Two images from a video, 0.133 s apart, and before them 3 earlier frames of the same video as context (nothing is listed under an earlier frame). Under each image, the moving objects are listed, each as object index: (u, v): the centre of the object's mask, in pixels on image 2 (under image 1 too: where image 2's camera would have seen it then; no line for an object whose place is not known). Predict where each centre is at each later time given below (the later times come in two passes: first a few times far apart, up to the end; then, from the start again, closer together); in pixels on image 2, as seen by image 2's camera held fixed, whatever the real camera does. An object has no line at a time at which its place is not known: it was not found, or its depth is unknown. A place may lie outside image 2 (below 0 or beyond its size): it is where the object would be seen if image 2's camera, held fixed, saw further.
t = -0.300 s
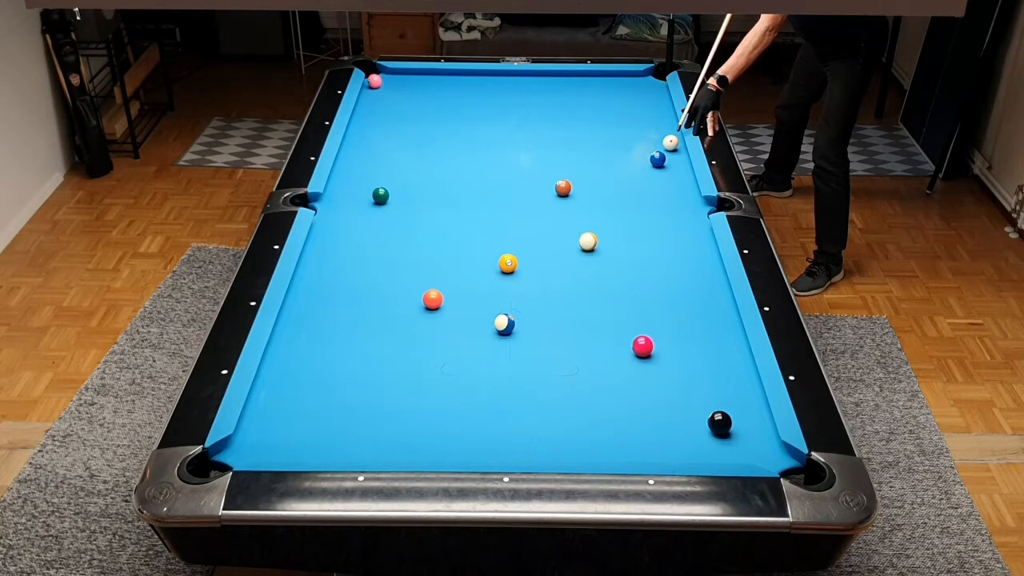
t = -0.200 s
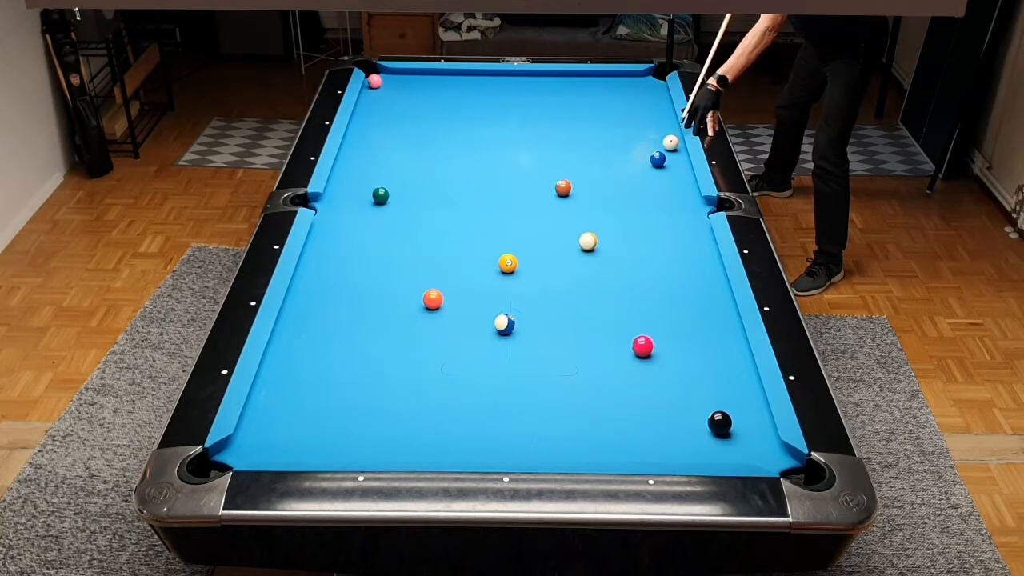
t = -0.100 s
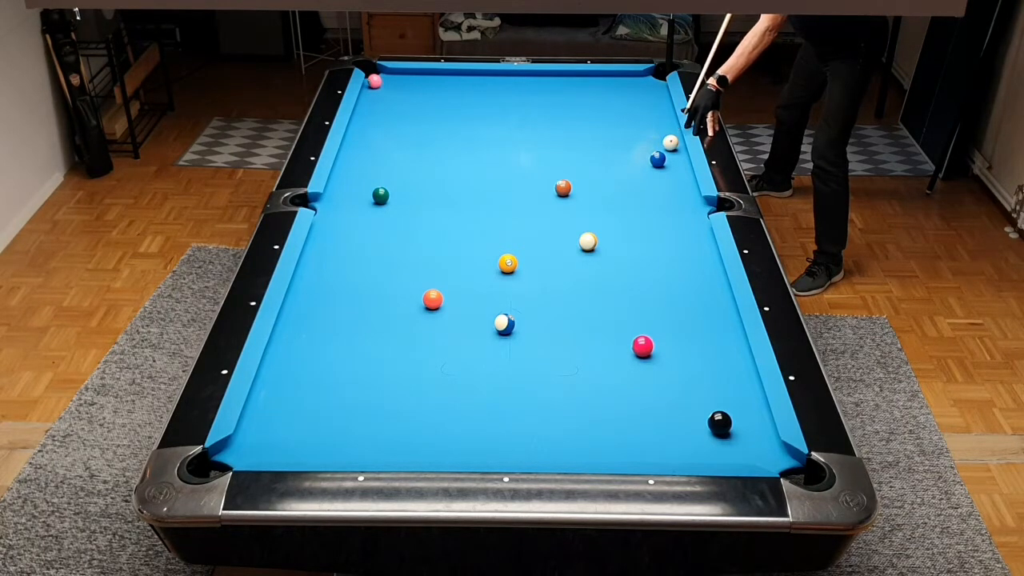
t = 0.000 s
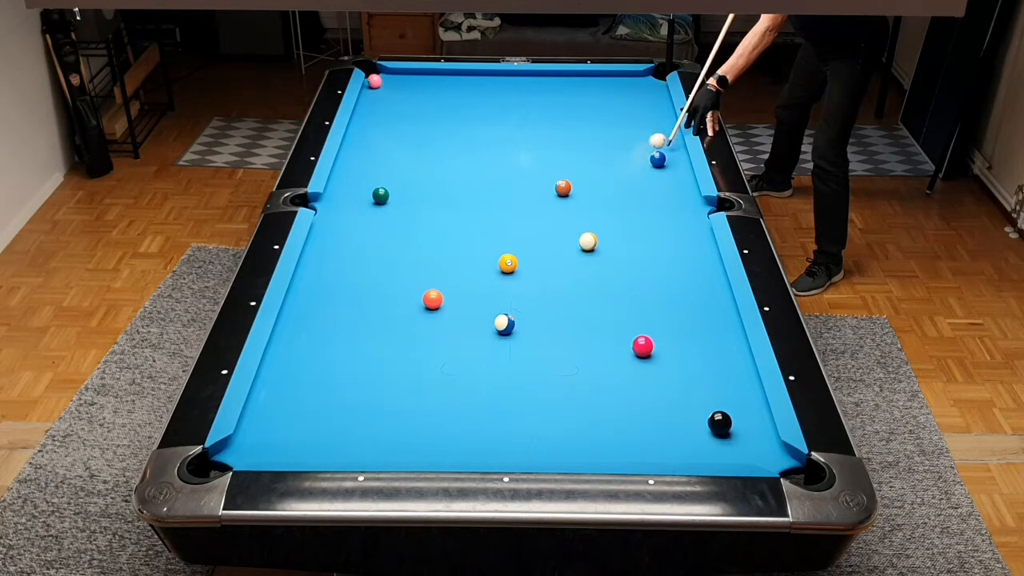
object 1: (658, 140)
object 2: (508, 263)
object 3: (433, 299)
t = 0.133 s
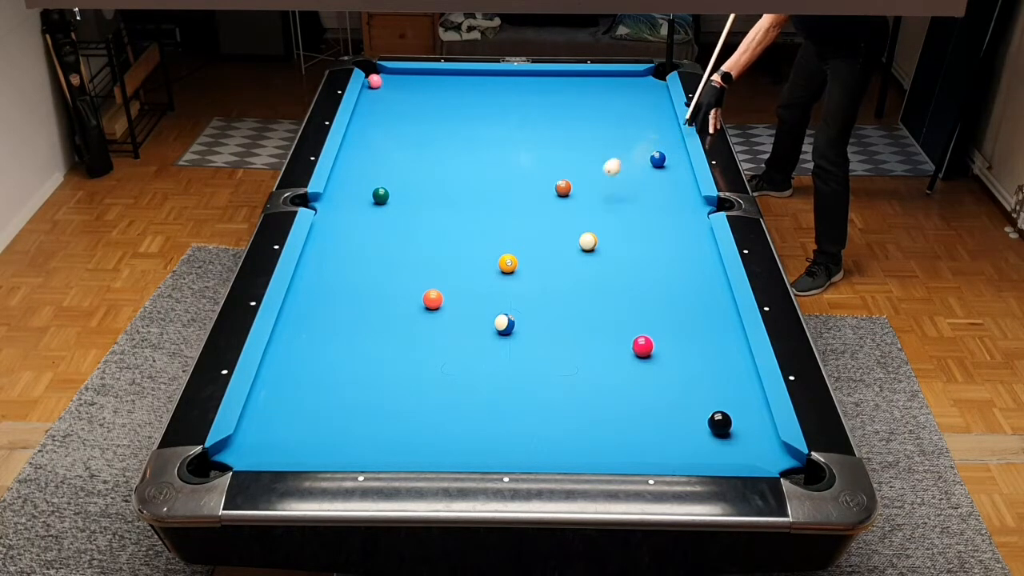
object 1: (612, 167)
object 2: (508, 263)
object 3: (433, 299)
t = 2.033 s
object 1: (641, 287)
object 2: (430, 343)
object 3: (480, 423)
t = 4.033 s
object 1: (693, 296)
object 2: (429, 357)
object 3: (726, 334)
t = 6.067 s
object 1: (693, 296)
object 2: (429, 357)
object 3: (671, 311)
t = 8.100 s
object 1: (693, 296)
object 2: (429, 357)
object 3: (669, 311)
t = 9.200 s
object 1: (693, 296)
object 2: (429, 357)
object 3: (669, 311)
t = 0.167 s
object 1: (600, 181)
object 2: (508, 263)
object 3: (433, 299)
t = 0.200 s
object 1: (586, 199)
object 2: (508, 263)
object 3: (433, 299)
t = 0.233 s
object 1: (573, 216)
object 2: (508, 263)
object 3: (433, 299)
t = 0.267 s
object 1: (561, 220)
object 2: (508, 263)
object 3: (433, 299)
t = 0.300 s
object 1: (548, 228)
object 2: (508, 263)
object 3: (433, 299)
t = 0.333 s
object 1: (534, 240)
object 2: (508, 263)
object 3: (433, 299)
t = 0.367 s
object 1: (522, 254)
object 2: (506, 264)
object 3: (433, 299)
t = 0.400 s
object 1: (525, 260)
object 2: (489, 272)
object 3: (433, 299)
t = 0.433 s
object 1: (529, 260)
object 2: (471, 280)
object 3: (433, 299)
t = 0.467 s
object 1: (532, 262)
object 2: (454, 289)
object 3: (433, 299)
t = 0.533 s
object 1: (538, 265)
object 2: (450, 294)
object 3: (403, 311)
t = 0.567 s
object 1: (541, 265)
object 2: (449, 295)
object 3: (385, 318)
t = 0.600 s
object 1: (543, 266)
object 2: (449, 297)
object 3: (368, 326)
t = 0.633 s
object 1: (546, 267)
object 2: (448, 298)
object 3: (352, 332)
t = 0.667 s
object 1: (549, 267)
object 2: (448, 299)
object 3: (336, 339)
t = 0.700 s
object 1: (552, 268)
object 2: (447, 301)
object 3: (320, 346)
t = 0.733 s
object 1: (554, 268)
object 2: (447, 302)
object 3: (306, 352)
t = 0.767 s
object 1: (557, 269)
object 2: (446, 303)
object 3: (291, 358)
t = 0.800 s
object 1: (560, 270)
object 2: (446, 305)
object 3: (277, 364)
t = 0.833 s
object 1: (562, 270)
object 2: (445, 306)
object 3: (273, 369)
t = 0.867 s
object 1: (565, 271)
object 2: (445, 307)
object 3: (281, 373)
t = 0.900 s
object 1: (567, 272)
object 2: (444, 309)
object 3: (287, 376)
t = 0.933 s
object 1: (570, 272)
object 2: (444, 310)
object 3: (293, 380)
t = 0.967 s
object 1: (572, 272)
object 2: (443, 311)
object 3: (298, 384)
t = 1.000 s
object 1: (575, 273)
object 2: (443, 312)
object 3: (304, 387)
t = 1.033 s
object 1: (577, 274)
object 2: (442, 314)
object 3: (309, 391)
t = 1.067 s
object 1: (580, 274)
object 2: (442, 315)
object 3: (314, 395)
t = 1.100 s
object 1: (582, 275)
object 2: (441, 316)
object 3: (319, 399)
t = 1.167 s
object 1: (587, 276)
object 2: (440, 318)
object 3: (330, 407)
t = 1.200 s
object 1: (590, 276)
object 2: (440, 319)
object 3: (335, 410)
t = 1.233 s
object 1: (592, 277)
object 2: (439, 321)
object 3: (341, 415)
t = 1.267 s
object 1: (594, 277)
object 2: (438, 322)
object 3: (346, 418)
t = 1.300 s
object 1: (597, 278)
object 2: (438, 323)
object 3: (351, 423)
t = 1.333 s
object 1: (599, 278)
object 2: (438, 324)
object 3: (357, 426)
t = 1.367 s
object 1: (601, 279)
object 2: (438, 325)
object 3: (363, 431)
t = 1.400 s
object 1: (603, 279)
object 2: (437, 326)
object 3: (368, 434)
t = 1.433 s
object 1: (605, 280)
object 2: (437, 327)
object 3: (374, 439)
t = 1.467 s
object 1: (607, 280)
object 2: (436, 328)
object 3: (379, 443)
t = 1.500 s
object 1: (610, 280)
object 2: (436, 329)
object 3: (385, 446)
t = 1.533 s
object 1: (612, 281)
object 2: (436, 330)
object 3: (391, 448)
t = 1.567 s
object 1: (614, 281)
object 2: (435, 331)
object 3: (397, 451)
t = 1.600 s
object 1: (616, 282)
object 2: (435, 332)
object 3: (403, 449)
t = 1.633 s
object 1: (618, 282)
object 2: (434, 333)
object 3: (410, 447)
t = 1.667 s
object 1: (620, 283)
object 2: (434, 334)
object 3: (416, 446)
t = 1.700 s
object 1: (622, 283)
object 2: (434, 335)
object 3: (422, 445)
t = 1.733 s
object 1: (624, 284)
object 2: (433, 336)
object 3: (428, 442)
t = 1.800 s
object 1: (628, 284)
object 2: (433, 338)
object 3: (440, 438)
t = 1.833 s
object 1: (630, 285)
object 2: (432, 339)
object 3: (447, 436)
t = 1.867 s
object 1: (632, 285)
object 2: (432, 339)
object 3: (452, 433)
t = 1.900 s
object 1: (633, 286)
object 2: (432, 340)
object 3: (458, 431)
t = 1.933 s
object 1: (635, 286)
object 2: (431, 341)
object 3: (464, 429)
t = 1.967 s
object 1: (637, 286)
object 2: (431, 342)
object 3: (470, 427)
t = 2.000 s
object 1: (639, 287)
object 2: (431, 342)
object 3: (475, 425)
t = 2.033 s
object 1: (641, 287)
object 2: (430, 343)
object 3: (480, 423)
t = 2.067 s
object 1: (643, 287)
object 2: (430, 344)
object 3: (486, 421)
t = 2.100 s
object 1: (644, 288)
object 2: (430, 344)
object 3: (492, 418)
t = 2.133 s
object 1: (646, 288)
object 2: (429, 345)
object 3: (497, 416)
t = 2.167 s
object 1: (647, 288)
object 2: (429, 346)
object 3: (502, 414)
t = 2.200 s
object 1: (649, 289)
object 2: (429, 347)
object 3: (508, 412)
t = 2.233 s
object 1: (651, 289)
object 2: (429, 347)
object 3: (513, 411)
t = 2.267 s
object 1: (652, 289)
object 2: (429, 348)
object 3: (518, 409)
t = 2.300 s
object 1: (654, 290)
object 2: (429, 349)
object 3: (524, 407)
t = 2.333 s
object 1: (655, 290)
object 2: (429, 349)
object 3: (529, 405)
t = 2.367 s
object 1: (657, 290)
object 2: (429, 350)
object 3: (534, 403)
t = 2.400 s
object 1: (658, 290)
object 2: (429, 350)
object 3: (538, 401)
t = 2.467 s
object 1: (661, 291)
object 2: (429, 351)
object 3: (548, 397)
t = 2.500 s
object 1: (663, 291)
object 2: (429, 352)
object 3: (553, 396)
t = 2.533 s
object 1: (664, 291)
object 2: (429, 352)
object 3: (557, 394)
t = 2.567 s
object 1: (665, 292)
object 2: (429, 353)
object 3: (562, 392)
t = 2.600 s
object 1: (667, 292)
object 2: (429, 353)
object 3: (566, 391)
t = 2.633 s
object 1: (668, 292)
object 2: (429, 354)
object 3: (571, 389)
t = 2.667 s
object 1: (669, 292)
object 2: (429, 354)
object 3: (576, 387)
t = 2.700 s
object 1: (670, 292)
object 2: (429, 354)
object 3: (580, 386)
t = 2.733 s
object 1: (671, 293)
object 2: (429, 354)
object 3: (585, 384)
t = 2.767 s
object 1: (673, 293)
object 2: (429, 355)
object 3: (589, 383)
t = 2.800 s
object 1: (673, 293)
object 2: (429, 355)
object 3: (594, 381)
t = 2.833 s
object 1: (675, 293)
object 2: (429, 356)
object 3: (598, 379)
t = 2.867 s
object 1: (676, 293)
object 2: (429, 356)
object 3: (602, 378)
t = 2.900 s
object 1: (677, 294)
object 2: (429, 356)
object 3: (606, 376)
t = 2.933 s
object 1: (678, 294)
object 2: (429, 356)
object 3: (610, 375)
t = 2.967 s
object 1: (679, 294)
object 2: (429, 356)
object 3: (614, 373)
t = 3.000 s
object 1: (679, 294)
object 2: (429, 357)
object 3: (618, 372)
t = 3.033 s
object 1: (680, 294)
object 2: (429, 357)
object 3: (623, 371)
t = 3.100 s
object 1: (682, 295)
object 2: (429, 357)
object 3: (631, 368)
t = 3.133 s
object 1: (683, 295)
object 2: (429, 357)
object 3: (634, 367)
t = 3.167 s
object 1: (684, 295)
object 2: (429, 357)
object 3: (638, 365)
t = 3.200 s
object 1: (684, 295)
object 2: (429, 357)
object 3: (642, 364)
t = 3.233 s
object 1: (685, 295)
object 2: (429, 357)
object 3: (646, 362)
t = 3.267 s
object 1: (686, 295)
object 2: (429, 357)
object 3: (650, 361)
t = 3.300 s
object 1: (686, 295)
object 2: (429, 357)
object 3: (653, 360)
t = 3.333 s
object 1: (687, 296)
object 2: (429, 357)
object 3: (657, 358)
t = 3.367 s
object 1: (688, 296)
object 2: (429, 357)
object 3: (661, 357)
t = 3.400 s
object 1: (688, 296)
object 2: (429, 357)
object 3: (664, 356)
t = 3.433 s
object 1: (689, 296)
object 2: (429, 357)
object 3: (668, 354)
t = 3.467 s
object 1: (690, 296)
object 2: (429, 357)
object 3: (672, 353)
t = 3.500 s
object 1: (690, 296)
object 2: (429, 357)
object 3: (675, 352)
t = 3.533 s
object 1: (690, 296)
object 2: (429, 357)
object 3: (679, 351)
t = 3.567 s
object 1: (691, 296)
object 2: (429, 357)
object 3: (682, 349)
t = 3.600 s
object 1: (691, 296)
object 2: (429, 357)
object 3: (685, 348)
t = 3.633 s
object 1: (692, 296)
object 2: (429, 357)
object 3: (689, 347)
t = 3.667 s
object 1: (692, 296)
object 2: (429, 357)
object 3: (692, 346)
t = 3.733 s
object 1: (692, 296)
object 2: (429, 357)
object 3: (699, 344)
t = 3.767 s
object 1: (693, 296)
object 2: (429, 357)
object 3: (702, 343)
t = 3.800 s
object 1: (693, 296)
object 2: (429, 357)
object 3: (705, 341)
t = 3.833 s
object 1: (693, 296)
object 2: (429, 357)
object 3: (708, 340)
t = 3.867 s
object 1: (693, 296)
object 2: (429, 357)
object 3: (711, 339)
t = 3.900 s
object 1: (693, 296)
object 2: (429, 357)
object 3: (714, 338)
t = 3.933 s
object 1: (693, 297)
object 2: (429, 357)
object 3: (717, 337)
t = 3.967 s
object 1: (693, 296)
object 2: (429, 357)
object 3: (720, 336)
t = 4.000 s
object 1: (693, 297)
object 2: (429, 357)
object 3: (723, 335)
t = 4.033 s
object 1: (693, 296)
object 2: (429, 357)
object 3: (726, 334)
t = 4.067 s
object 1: (693, 297)
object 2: (429, 357)
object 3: (729, 333)
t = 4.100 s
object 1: (693, 297)
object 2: (429, 357)
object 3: (732, 332)
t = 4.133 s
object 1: (693, 297)
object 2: (429, 357)
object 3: (735, 331)
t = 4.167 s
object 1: (693, 297)
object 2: (429, 357)
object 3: (732, 330)
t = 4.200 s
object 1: (693, 297)
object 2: (429, 357)
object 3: (731, 329)
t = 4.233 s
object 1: (693, 297)
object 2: (429, 357)
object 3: (729, 329)
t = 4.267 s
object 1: (693, 297)
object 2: (429, 357)
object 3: (726, 328)
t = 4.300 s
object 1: (693, 297)
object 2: (429, 357)
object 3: (725, 328)
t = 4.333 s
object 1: (693, 297)
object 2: (429, 357)
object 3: (723, 327)
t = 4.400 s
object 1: (693, 296)
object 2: (429, 357)
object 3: (719, 326)
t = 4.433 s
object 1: (693, 296)
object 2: (429, 357)
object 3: (718, 325)
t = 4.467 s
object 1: (693, 296)
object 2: (429, 357)
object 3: (716, 325)
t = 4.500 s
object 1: (693, 297)
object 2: (429, 357)
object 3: (714, 324)
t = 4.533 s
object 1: (693, 296)
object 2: (429, 357)
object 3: (712, 324)
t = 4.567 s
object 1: (693, 296)
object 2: (429, 357)
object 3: (711, 323)
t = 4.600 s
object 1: (693, 296)
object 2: (429, 357)
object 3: (709, 322)
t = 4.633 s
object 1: (693, 297)
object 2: (429, 357)
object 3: (707, 322)
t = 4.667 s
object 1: (693, 297)
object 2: (429, 357)
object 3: (706, 321)
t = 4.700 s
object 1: (693, 296)
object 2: (429, 357)
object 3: (704, 321)
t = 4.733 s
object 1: (693, 296)
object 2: (429, 357)
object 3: (703, 320)
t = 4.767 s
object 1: (693, 296)
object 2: (429, 357)
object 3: (702, 320)
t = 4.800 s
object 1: (693, 296)
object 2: (429, 357)
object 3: (700, 319)
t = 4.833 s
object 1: (693, 296)
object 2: (429, 357)
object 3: (699, 319)
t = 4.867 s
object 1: (693, 296)
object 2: (429, 357)
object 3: (697, 318)
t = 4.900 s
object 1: (693, 296)
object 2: (429, 357)
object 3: (696, 318)
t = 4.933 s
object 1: (693, 296)
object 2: (429, 357)
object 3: (695, 318)
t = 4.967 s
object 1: (693, 296)
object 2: (429, 357)
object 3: (694, 317)
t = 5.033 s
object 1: (693, 296)
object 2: (429, 357)
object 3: (691, 317)
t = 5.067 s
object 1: (693, 296)
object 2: (429, 357)
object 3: (690, 316)
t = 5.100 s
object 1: (693, 296)
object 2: (429, 357)
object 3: (689, 316)
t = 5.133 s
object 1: (693, 296)
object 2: (429, 357)
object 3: (688, 316)
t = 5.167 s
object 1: (693, 296)
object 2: (429, 357)
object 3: (687, 315)
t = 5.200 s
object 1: (693, 296)
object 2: (429, 357)
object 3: (686, 315)
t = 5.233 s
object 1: (693, 296)
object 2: (429, 357)
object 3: (685, 315)
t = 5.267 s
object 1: (693, 296)
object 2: (429, 357)
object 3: (684, 314)
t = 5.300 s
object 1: (693, 296)
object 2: (429, 357)
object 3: (683, 314)
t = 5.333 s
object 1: (693, 296)
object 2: (429, 357)
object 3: (682, 314)
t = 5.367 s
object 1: (693, 296)
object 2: (429, 357)
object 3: (681, 314)
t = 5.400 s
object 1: (693, 296)
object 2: (429, 357)
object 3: (680, 314)
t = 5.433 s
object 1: (693, 296)
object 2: (429, 357)
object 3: (680, 313)
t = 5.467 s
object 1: (693, 296)
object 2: (429, 357)
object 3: (679, 313)
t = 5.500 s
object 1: (693, 296)
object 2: (429, 357)
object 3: (678, 313)
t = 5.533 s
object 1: (693, 296)
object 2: (429, 357)
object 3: (678, 312)
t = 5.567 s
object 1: (693, 297)
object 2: (429, 357)
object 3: (677, 312)
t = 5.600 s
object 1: (693, 296)
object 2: (429, 357)
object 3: (676, 312)
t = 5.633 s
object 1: (693, 296)
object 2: (429, 357)
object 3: (676, 312)
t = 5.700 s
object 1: (693, 297)
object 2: (429, 357)
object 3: (675, 312)
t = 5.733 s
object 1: (693, 296)
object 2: (429, 357)
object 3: (674, 312)
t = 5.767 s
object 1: (693, 296)
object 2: (429, 357)
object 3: (674, 311)
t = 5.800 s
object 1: (693, 296)
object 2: (429, 357)
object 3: (673, 311)
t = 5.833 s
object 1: (693, 296)
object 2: (429, 357)
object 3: (673, 311)
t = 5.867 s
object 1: (693, 296)
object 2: (429, 357)
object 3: (672, 311)
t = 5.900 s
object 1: (693, 296)
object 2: (429, 357)
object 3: (672, 311)
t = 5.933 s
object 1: (693, 296)
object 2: (429, 357)
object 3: (672, 311)
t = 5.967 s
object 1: (693, 296)
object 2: (429, 357)
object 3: (671, 311)
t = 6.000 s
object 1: (693, 296)
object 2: (429, 357)
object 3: (671, 311)
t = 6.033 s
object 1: (693, 296)
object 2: (429, 357)
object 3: (671, 311)
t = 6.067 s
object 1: (693, 296)
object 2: (429, 357)
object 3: (671, 311)
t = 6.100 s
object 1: (693, 296)
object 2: (429, 357)
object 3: (671, 311)
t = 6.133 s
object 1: (693, 296)
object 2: (429, 357)
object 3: (671, 311)
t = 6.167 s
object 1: (693, 296)
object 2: (429, 357)
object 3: (670, 311)
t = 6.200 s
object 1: (693, 296)
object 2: (429, 357)
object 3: (670, 311)
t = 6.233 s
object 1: (693, 296)
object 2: (429, 357)
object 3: (670, 311)
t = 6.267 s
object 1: (693, 296)
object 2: (429, 357)
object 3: (670, 311)
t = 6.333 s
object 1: (693, 296)
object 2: (429, 357)
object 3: (670, 311)
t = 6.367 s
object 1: (693, 296)
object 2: (429, 357)
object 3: (670, 311)
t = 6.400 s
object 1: (693, 296)
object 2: (429, 357)
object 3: (669, 311)
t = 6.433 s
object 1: (693, 296)
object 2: (429, 357)
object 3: (669, 311)
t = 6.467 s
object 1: (693, 296)
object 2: (429, 357)
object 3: (669, 311)
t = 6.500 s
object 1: (693, 296)
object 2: (429, 357)
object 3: (669, 311)
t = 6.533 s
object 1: (693, 296)
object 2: (429, 357)
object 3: (669, 311)
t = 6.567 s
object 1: (693, 296)
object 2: (429, 357)
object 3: (669, 311)
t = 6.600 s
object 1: (693, 296)
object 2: (429, 357)
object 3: (669, 311)
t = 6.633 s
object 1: (693, 296)
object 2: (429, 357)
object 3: (669, 311)
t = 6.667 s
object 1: (693, 296)
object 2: (429, 357)
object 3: (669, 311)
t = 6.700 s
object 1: (693, 296)
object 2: (429, 357)
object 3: (669, 311)
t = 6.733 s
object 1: (693, 296)
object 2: (429, 357)
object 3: (669, 311)
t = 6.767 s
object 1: (693, 296)
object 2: (429, 357)
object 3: (669, 311)
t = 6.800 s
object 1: (693, 296)
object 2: (429, 357)
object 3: (669, 311)
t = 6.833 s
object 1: (693, 296)
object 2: (429, 357)
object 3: (669, 311)
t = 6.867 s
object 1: (693, 296)
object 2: (429, 357)
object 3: (669, 311)
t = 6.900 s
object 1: (693, 296)
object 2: (429, 357)
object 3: (669, 311)
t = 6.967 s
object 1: (693, 296)
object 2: (429, 357)
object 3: (669, 311)
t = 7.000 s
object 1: (693, 296)
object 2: (429, 357)
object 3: (669, 311)
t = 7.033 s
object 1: (693, 297)
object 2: (429, 357)
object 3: (669, 311)
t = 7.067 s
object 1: (693, 297)
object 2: (429, 357)
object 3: (669, 311)
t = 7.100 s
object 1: (693, 296)
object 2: (429, 357)
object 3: (669, 311)
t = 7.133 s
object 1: (693, 296)
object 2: (429, 357)
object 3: (669, 311)
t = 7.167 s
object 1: (693, 297)
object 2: (429, 357)
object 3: (669, 311)
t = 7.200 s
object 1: (693, 297)
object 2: (429, 357)
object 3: (669, 311)
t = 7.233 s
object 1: (693, 297)
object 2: (429, 357)
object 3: (669, 311)
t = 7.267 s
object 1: (693, 296)
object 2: (429, 357)
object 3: (669, 311)
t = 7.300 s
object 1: (693, 297)
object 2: (429, 357)
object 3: (669, 311)
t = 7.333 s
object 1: (693, 296)
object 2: (429, 357)
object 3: (669, 311)
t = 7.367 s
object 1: (693, 297)
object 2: (429, 357)
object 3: (669, 311)
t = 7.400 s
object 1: (693, 297)
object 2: (429, 357)
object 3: (669, 311)
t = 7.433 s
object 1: (693, 297)
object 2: (429, 357)
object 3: (669, 311)
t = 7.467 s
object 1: (693, 297)
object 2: (429, 357)
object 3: (669, 311)
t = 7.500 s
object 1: (693, 297)
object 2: (429, 357)
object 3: (669, 311)
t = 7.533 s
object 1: (693, 297)
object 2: (429, 357)
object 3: (669, 311)
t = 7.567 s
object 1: (693, 297)
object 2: (429, 357)
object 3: (669, 311)
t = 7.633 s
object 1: (693, 297)
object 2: (429, 357)
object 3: (669, 311)
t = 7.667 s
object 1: (693, 297)
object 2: (429, 357)
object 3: (669, 311)
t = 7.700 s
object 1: (693, 297)
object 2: (429, 357)
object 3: (669, 311)
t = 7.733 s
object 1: (693, 297)
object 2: (429, 357)
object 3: (669, 311)
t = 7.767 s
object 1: (693, 297)
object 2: (429, 357)
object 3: (669, 311)
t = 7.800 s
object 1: (693, 297)
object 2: (429, 357)
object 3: (669, 311)
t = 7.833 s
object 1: (693, 297)
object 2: (429, 357)
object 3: (669, 311)
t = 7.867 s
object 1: (693, 297)
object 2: (429, 357)
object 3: (669, 311)
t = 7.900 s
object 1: (693, 297)
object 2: (429, 357)
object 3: (669, 311)
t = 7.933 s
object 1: (693, 297)
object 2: (429, 357)
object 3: (669, 311)
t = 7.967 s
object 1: (693, 297)
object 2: (429, 357)
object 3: (669, 311)
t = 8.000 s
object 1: (693, 297)
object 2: (429, 357)
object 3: (669, 311)
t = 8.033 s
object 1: (693, 297)
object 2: (429, 357)
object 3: (669, 311)
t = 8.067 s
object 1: (693, 297)
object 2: (429, 357)
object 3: (669, 311)
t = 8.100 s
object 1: (693, 296)
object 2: (429, 357)
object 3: (669, 311)
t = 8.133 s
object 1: (693, 297)
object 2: (429, 357)
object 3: (669, 311)
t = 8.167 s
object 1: (693, 297)
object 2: (429, 357)
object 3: (669, 311)
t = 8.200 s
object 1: (693, 296)
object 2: (429, 357)
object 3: (669, 311)
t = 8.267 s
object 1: (693, 297)
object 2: (429, 357)
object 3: (669, 311)
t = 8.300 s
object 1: (693, 296)
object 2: (429, 357)
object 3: (669, 311)
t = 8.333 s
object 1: (693, 297)
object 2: (429, 357)
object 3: (669, 311)
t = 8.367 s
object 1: (693, 296)
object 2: (429, 357)
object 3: (669, 311)
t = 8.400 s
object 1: (693, 297)
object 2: (429, 357)
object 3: (669, 311)
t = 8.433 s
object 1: (693, 296)
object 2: (429, 357)
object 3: (669, 311)
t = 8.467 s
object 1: (693, 296)
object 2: (429, 357)
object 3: (669, 311)
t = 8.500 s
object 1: (693, 297)
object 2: (429, 357)
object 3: (669, 311)
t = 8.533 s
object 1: (693, 296)
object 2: (429, 357)
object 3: (669, 311)
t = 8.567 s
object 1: (693, 297)
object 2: (429, 357)
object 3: (669, 311)
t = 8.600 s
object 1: (693, 297)
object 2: (429, 357)
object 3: (669, 311)
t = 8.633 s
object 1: (693, 297)
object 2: (429, 357)
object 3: (669, 311)
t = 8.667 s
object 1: (693, 297)
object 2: (429, 357)
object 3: (669, 311)
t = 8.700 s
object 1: (693, 296)
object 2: (429, 357)
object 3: (669, 311)
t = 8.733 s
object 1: (693, 296)
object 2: (429, 357)
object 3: (669, 311)
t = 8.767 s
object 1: (693, 296)
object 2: (429, 357)
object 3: (669, 311)
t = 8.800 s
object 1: (693, 296)
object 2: (429, 357)
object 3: (669, 311)
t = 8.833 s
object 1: (693, 296)
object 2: (429, 357)
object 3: (669, 311)
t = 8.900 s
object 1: (693, 296)
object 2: (429, 357)
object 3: (669, 311)
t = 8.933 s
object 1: (693, 296)
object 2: (429, 357)
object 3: (669, 311)
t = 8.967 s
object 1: (693, 296)
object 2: (429, 357)
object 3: (669, 311)
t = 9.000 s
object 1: (693, 296)
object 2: (429, 357)
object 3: (669, 311)
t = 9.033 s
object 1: (693, 296)
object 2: (429, 357)
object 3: (669, 311)
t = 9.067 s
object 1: (693, 296)
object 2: (429, 357)
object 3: (669, 311)
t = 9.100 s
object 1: (693, 296)
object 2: (429, 357)
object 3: (669, 311)
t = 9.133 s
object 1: (693, 296)
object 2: (429, 357)
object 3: (669, 311)
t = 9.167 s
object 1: (693, 297)
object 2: (429, 357)
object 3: (669, 311)
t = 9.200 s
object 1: (693, 296)
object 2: (429, 357)
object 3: (669, 311)
